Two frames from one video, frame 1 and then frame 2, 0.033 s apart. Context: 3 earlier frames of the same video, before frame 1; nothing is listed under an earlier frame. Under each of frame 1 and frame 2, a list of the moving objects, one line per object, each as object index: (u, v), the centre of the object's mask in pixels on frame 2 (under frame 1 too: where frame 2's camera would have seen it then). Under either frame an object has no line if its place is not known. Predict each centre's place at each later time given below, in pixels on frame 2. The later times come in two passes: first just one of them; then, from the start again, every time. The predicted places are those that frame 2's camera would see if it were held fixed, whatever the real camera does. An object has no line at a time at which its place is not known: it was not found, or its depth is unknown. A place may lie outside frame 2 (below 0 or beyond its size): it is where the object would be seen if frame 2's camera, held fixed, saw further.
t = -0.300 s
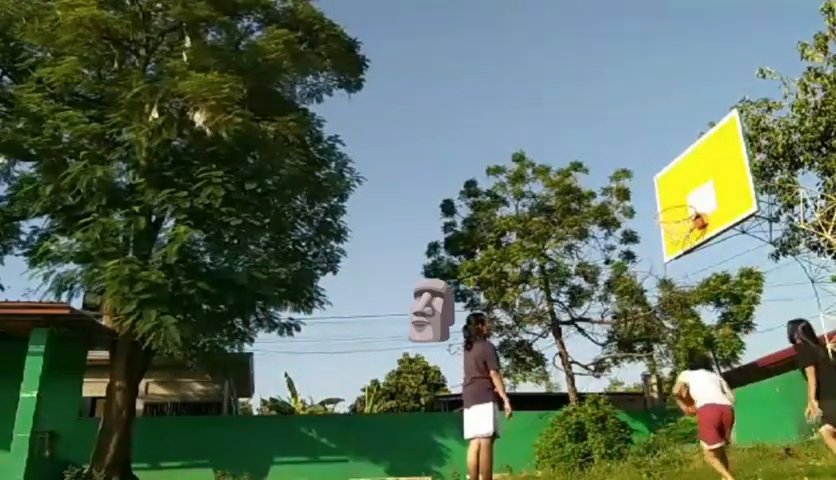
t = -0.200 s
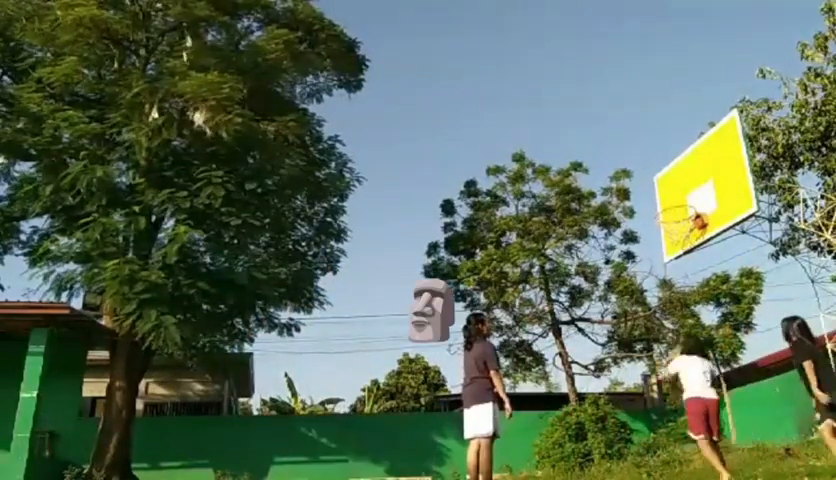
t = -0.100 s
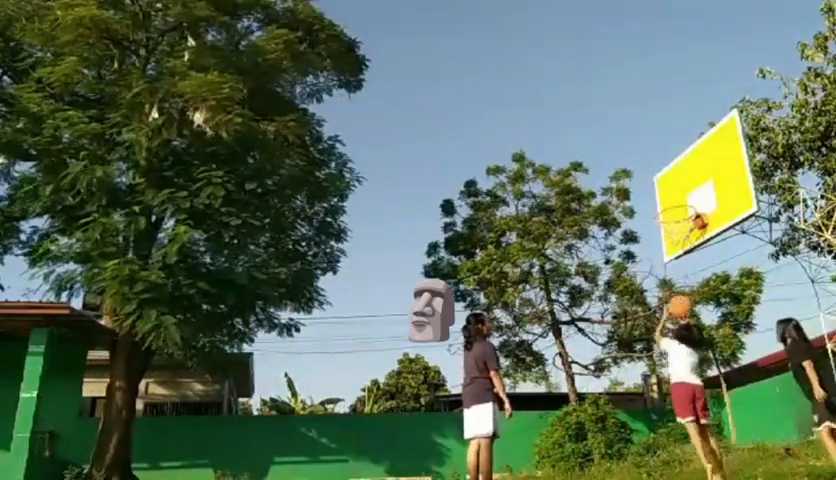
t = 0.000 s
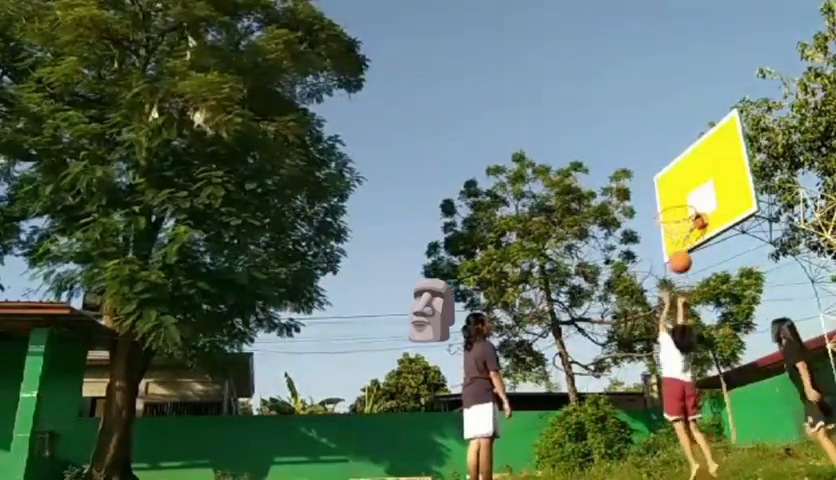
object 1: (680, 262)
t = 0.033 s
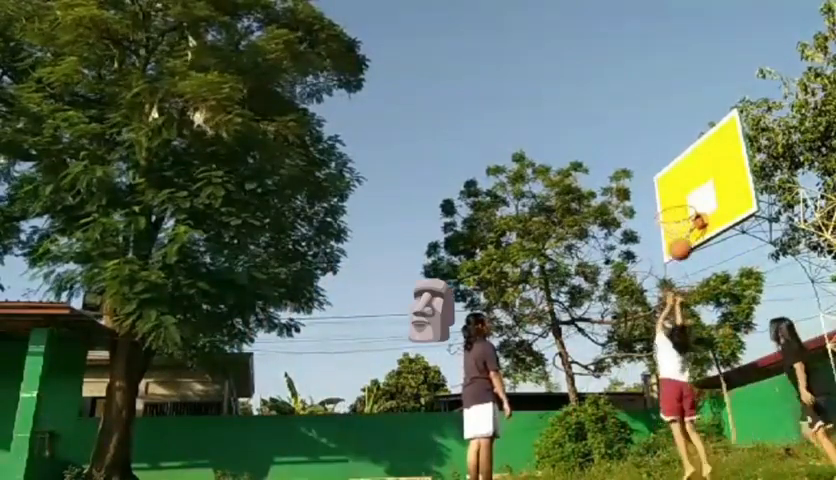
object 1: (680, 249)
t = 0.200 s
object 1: (682, 203)
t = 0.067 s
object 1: (680, 237)
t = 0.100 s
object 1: (680, 228)
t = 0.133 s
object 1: (681, 218)
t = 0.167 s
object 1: (682, 211)
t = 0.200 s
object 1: (682, 203)
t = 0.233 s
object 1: (683, 197)
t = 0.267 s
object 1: (684, 192)
